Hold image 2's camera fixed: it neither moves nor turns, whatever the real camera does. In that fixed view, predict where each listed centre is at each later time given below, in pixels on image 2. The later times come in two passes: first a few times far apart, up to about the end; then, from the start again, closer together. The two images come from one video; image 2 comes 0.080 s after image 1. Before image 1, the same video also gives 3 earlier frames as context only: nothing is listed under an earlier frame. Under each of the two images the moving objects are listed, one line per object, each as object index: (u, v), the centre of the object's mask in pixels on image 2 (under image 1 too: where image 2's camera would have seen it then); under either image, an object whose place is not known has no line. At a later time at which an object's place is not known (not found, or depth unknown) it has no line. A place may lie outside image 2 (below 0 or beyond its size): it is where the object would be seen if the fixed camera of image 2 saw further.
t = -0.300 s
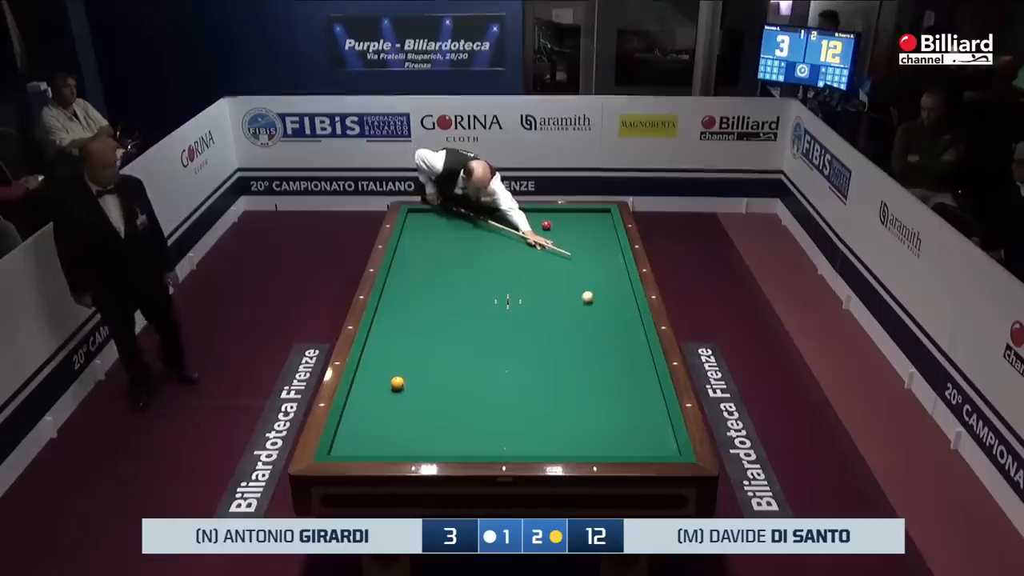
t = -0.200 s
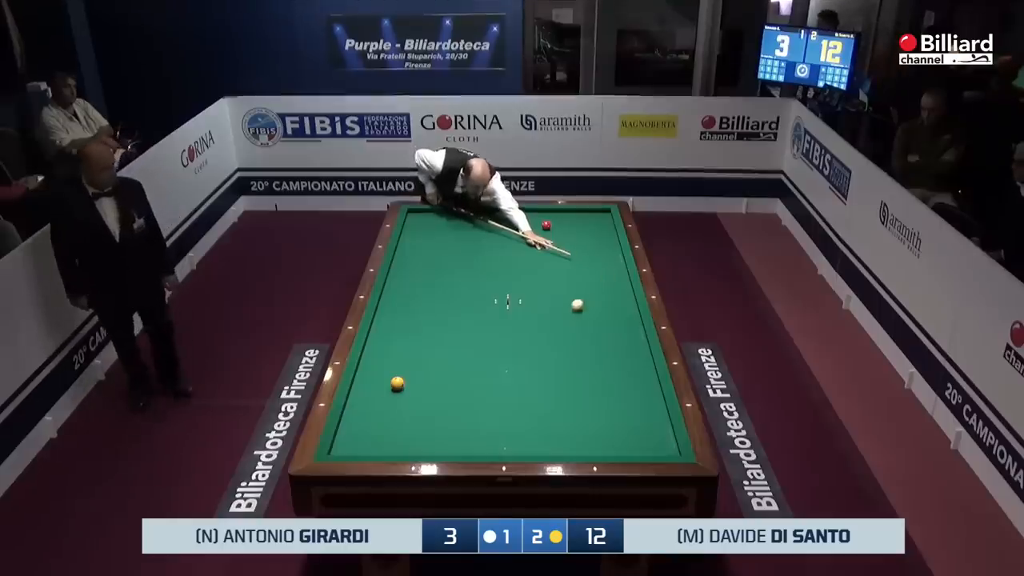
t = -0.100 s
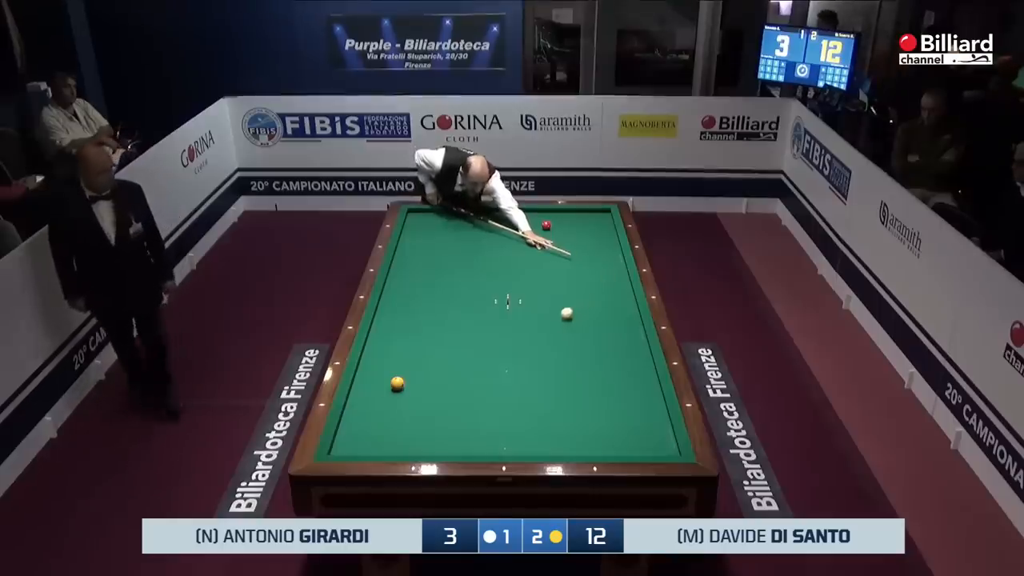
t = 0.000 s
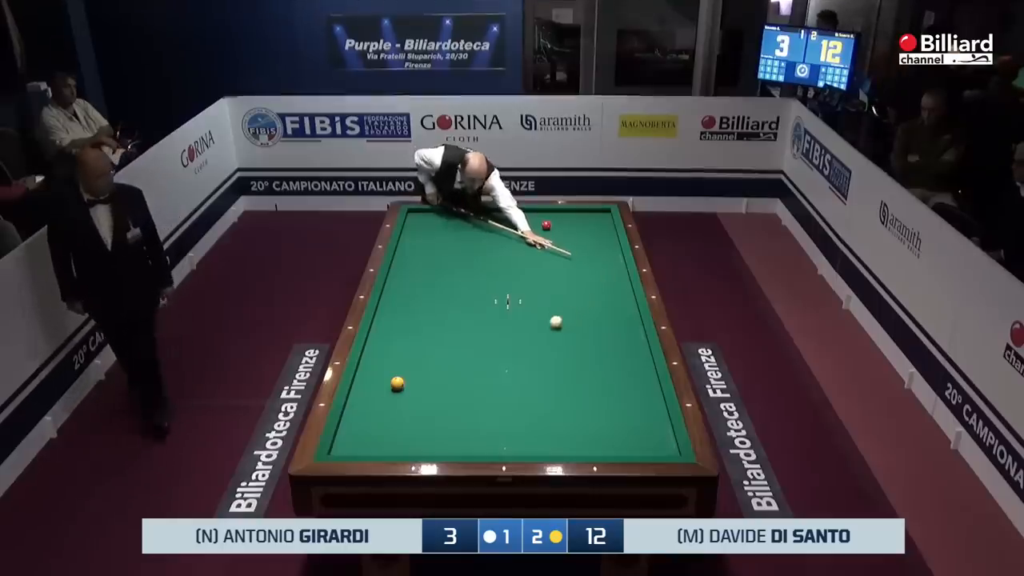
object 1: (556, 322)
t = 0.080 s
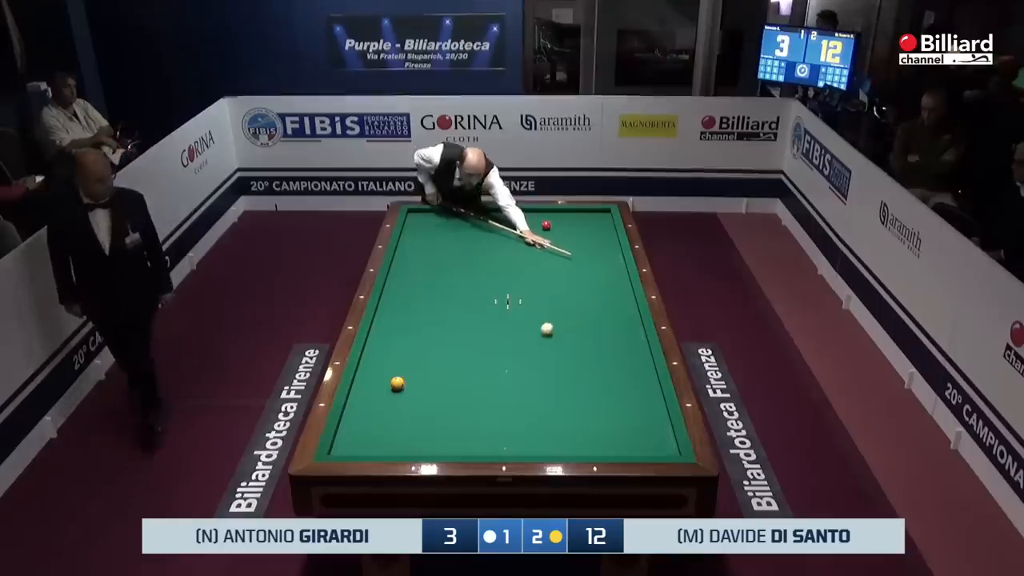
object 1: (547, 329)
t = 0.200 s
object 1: (533, 340)
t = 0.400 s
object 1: (508, 360)
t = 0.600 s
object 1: (481, 381)
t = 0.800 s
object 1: (453, 404)
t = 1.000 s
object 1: (422, 428)
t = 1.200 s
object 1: (389, 449)
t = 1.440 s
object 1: (355, 431)
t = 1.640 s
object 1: (358, 417)
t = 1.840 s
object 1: (379, 403)
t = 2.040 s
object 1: (398, 391)
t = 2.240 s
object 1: (418, 387)
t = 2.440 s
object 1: (438, 383)
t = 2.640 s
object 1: (456, 379)
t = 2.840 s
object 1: (474, 375)
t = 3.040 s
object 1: (491, 372)
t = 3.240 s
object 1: (508, 368)
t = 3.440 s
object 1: (524, 365)
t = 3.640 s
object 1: (540, 362)
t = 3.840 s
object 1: (555, 358)
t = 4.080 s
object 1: (572, 355)
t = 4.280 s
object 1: (586, 352)
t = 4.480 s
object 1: (599, 349)
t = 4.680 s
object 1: (612, 346)
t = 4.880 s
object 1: (625, 343)
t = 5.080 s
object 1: (636, 340)
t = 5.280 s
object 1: (637, 339)
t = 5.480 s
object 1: (631, 338)
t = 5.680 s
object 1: (625, 337)
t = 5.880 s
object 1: (619, 337)
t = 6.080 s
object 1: (614, 337)
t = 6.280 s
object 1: (609, 336)
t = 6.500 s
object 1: (604, 336)
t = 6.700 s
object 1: (601, 335)
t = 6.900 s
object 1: (598, 335)
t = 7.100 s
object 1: (594, 335)
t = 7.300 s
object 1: (592, 335)
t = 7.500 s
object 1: (589, 335)
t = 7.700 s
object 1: (588, 335)
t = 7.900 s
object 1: (586, 335)
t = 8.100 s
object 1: (585, 335)
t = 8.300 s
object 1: (584, 335)
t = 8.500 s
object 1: (584, 335)
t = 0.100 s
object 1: (544, 331)
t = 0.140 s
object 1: (540, 335)
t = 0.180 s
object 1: (535, 339)
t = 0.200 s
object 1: (533, 340)
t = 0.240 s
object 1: (528, 344)
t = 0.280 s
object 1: (523, 348)
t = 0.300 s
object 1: (520, 350)
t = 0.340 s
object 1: (515, 354)
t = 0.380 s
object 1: (510, 358)
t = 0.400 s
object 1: (508, 360)
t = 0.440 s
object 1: (502, 364)
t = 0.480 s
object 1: (497, 368)
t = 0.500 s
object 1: (494, 370)
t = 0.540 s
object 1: (489, 374)
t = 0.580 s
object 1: (484, 379)
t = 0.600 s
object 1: (481, 381)
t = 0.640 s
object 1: (476, 385)
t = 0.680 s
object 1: (470, 390)
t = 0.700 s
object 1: (467, 392)
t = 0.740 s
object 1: (461, 397)
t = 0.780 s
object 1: (456, 401)
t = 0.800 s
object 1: (453, 404)
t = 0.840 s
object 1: (447, 408)
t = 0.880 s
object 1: (441, 413)
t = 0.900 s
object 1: (438, 416)
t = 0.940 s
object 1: (431, 420)
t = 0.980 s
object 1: (425, 425)
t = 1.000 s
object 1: (422, 428)
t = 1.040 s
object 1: (415, 433)
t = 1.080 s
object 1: (409, 438)
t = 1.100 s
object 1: (406, 441)
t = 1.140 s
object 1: (399, 445)
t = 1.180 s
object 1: (392, 449)
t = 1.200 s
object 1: (389, 449)
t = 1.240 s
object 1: (383, 447)
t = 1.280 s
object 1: (377, 443)
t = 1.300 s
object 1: (374, 442)
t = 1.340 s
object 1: (369, 439)
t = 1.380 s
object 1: (364, 436)
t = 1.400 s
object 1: (361, 434)
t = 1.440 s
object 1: (355, 431)
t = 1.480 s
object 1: (350, 428)
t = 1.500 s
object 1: (347, 427)
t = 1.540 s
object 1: (345, 424)
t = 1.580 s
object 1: (350, 421)
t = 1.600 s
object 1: (353, 420)
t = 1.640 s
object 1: (358, 417)
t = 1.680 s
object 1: (362, 414)
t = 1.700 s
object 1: (364, 413)
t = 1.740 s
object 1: (368, 410)
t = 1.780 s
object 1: (372, 407)
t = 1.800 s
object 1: (375, 406)
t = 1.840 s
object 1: (379, 403)
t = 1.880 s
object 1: (383, 401)
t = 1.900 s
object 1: (384, 399)
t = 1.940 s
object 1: (388, 397)
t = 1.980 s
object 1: (392, 394)
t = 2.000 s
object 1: (394, 393)
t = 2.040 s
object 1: (398, 391)
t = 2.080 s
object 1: (403, 391)
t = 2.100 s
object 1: (404, 390)
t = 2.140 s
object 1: (409, 389)
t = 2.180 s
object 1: (412, 389)
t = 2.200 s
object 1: (415, 388)
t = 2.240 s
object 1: (418, 387)
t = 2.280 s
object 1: (422, 386)
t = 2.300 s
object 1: (424, 386)
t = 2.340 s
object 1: (428, 385)
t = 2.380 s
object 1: (432, 384)
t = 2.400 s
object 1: (434, 384)
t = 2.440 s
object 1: (438, 383)
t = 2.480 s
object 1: (442, 382)
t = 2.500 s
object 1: (444, 382)
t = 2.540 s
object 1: (447, 381)
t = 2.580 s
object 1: (451, 380)
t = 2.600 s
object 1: (453, 380)
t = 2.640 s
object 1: (456, 379)
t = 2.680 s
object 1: (460, 378)
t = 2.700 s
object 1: (462, 378)
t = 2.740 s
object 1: (465, 377)
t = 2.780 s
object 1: (469, 376)
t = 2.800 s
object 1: (471, 376)
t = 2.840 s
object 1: (474, 375)
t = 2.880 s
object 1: (478, 374)
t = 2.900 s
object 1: (480, 374)
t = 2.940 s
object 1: (483, 374)
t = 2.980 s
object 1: (487, 373)
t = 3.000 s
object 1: (488, 372)
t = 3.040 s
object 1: (491, 372)
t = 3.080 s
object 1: (495, 371)
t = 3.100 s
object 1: (497, 371)
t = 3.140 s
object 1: (500, 370)
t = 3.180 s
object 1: (503, 369)
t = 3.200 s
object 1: (505, 369)
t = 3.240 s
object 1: (508, 368)
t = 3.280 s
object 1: (512, 367)
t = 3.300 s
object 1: (513, 367)
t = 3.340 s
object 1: (516, 366)
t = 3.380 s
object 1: (520, 366)
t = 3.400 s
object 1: (521, 366)
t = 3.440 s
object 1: (524, 365)
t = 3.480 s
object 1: (528, 364)
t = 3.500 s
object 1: (529, 364)
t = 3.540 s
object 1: (532, 363)
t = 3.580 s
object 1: (536, 362)
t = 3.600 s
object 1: (537, 362)
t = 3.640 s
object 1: (540, 362)
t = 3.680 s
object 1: (543, 361)
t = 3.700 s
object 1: (545, 361)
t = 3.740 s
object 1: (548, 360)
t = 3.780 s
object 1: (551, 359)
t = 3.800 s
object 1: (552, 359)
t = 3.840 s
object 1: (555, 358)
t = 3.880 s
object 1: (558, 358)
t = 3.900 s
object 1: (560, 357)
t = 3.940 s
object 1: (563, 357)
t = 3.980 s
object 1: (565, 356)
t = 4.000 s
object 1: (567, 356)
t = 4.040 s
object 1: (570, 355)
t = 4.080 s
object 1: (572, 355)
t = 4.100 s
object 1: (574, 354)
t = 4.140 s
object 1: (577, 354)
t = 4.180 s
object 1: (579, 353)
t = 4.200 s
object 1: (581, 353)
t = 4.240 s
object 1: (584, 352)
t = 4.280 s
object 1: (586, 352)
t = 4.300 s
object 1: (588, 351)
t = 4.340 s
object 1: (590, 351)
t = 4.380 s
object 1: (593, 350)
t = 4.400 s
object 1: (594, 350)
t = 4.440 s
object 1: (597, 350)
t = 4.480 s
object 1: (599, 349)
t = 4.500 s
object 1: (601, 349)
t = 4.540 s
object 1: (604, 348)
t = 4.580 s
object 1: (606, 348)
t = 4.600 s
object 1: (607, 347)
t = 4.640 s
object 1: (610, 347)
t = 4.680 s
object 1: (612, 346)
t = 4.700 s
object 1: (614, 346)
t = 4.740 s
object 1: (616, 345)
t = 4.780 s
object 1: (619, 345)
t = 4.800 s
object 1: (620, 344)
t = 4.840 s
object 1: (622, 344)
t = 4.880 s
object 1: (625, 343)
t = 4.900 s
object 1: (626, 343)
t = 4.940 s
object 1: (628, 342)
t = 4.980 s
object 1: (631, 342)
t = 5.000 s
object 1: (632, 342)
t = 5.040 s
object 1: (634, 341)
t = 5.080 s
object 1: (636, 340)
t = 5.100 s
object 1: (637, 340)
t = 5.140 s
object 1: (640, 340)
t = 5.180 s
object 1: (641, 339)
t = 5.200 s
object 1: (640, 339)
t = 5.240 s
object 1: (638, 339)
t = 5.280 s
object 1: (637, 339)
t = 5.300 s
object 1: (636, 339)
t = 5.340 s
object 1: (635, 339)
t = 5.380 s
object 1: (634, 338)
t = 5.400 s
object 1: (633, 338)
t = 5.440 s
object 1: (632, 338)
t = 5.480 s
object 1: (631, 338)
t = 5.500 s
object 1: (630, 338)
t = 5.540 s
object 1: (629, 338)
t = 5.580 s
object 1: (628, 338)
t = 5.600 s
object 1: (627, 338)
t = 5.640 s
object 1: (626, 338)
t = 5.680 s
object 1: (625, 337)
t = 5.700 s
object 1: (624, 337)
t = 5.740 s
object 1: (623, 337)
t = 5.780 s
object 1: (622, 337)
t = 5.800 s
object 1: (621, 337)
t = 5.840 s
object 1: (620, 337)
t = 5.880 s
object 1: (619, 337)
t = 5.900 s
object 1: (619, 337)
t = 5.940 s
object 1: (618, 337)
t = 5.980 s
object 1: (617, 337)
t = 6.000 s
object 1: (616, 337)
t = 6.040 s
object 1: (615, 337)
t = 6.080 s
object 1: (614, 337)
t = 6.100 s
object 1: (614, 336)
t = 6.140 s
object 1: (613, 336)
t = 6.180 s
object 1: (612, 336)
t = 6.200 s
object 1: (611, 336)
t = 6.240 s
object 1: (610, 336)
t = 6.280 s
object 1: (609, 336)
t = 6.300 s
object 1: (609, 336)
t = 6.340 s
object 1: (608, 336)
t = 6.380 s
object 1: (607, 336)
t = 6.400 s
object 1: (607, 336)
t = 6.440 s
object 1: (606, 336)
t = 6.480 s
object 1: (605, 336)
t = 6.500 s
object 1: (604, 336)
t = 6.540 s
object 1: (604, 336)
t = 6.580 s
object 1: (603, 335)
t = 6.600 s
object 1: (603, 335)
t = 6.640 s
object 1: (602, 335)
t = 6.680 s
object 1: (601, 335)
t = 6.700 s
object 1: (601, 335)
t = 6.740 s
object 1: (600, 335)
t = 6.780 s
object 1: (600, 335)
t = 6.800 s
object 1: (599, 335)
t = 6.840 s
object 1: (598, 335)
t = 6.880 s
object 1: (598, 335)
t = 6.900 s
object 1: (598, 335)
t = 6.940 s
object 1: (597, 335)
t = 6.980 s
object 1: (596, 335)
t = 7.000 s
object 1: (596, 335)
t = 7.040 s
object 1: (595, 335)
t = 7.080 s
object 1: (595, 335)
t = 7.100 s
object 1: (594, 335)
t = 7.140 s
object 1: (594, 335)
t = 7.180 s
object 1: (593, 335)
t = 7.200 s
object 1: (593, 335)
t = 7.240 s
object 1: (592, 335)
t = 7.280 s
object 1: (592, 335)
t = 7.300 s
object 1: (592, 335)
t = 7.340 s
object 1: (591, 335)
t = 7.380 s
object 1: (591, 335)
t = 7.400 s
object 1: (590, 335)
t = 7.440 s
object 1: (590, 335)
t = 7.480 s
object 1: (590, 335)
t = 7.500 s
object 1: (589, 335)
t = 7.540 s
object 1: (589, 335)
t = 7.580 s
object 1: (589, 335)
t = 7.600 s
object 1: (588, 335)
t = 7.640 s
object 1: (588, 335)
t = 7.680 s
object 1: (588, 335)
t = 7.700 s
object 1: (588, 335)
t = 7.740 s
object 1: (587, 335)
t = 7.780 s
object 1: (587, 335)
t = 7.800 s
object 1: (587, 335)
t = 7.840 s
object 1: (586, 335)
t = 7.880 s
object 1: (586, 335)
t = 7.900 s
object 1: (586, 335)
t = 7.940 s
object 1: (586, 335)
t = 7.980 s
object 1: (586, 335)
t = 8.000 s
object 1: (586, 335)
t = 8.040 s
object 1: (585, 335)
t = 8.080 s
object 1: (585, 335)
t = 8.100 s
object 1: (585, 335)
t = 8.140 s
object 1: (585, 335)
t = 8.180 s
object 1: (585, 335)
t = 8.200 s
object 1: (585, 335)
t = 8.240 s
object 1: (584, 335)
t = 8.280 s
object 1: (584, 335)
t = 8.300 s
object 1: (584, 335)
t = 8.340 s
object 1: (584, 335)
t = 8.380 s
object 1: (584, 335)
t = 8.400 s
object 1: (584, 335)
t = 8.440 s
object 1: (584, 335)
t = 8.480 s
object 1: (584, 335)
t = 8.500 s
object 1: (584, 335)
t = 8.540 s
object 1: (584, 335)
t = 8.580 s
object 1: (584, 335)
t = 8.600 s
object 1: (584, 335)
